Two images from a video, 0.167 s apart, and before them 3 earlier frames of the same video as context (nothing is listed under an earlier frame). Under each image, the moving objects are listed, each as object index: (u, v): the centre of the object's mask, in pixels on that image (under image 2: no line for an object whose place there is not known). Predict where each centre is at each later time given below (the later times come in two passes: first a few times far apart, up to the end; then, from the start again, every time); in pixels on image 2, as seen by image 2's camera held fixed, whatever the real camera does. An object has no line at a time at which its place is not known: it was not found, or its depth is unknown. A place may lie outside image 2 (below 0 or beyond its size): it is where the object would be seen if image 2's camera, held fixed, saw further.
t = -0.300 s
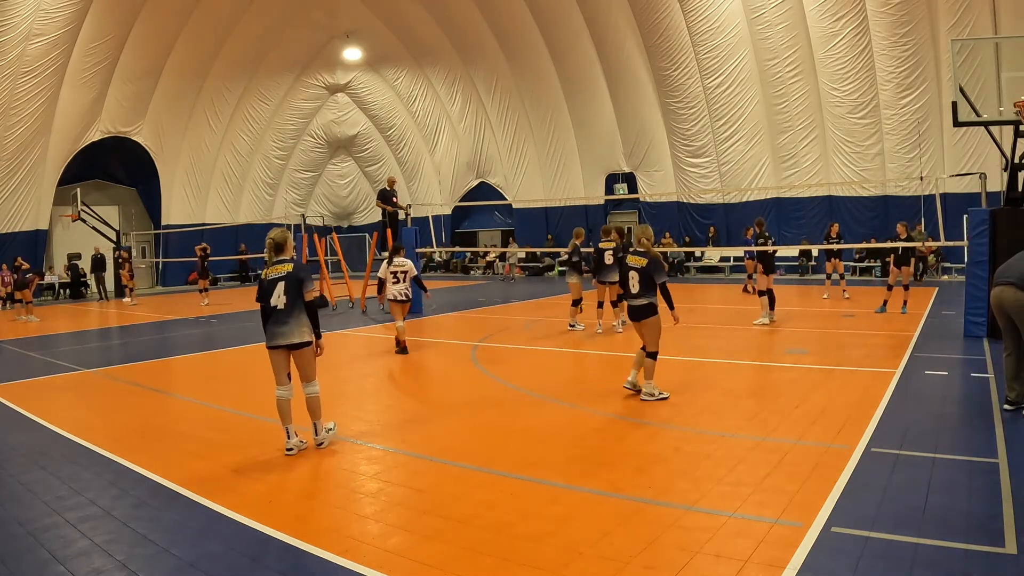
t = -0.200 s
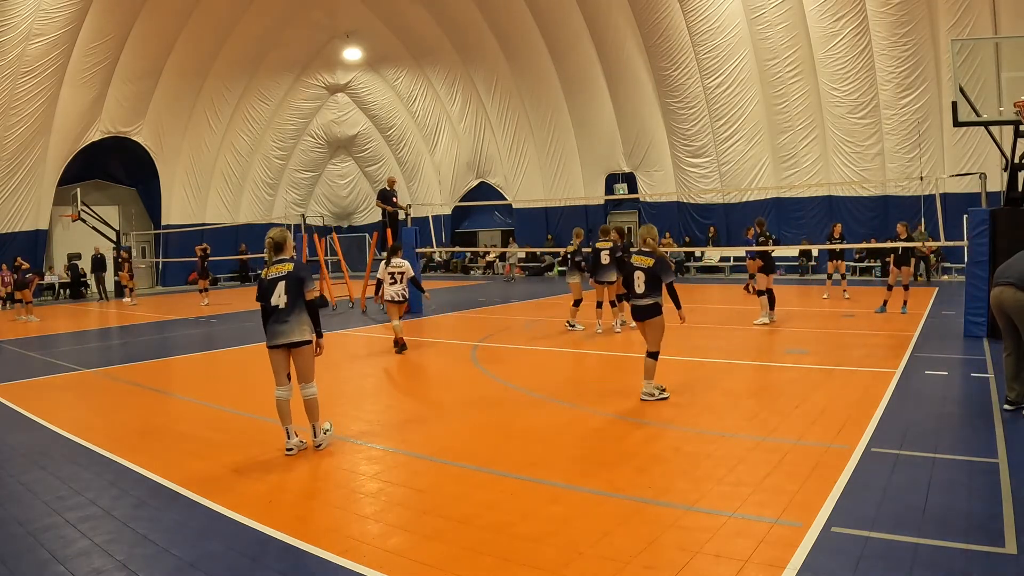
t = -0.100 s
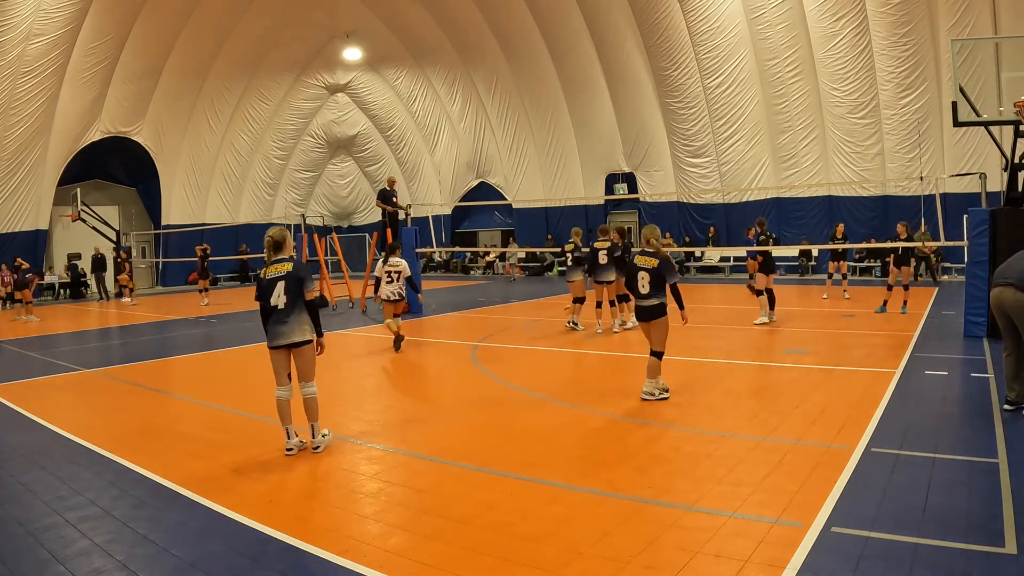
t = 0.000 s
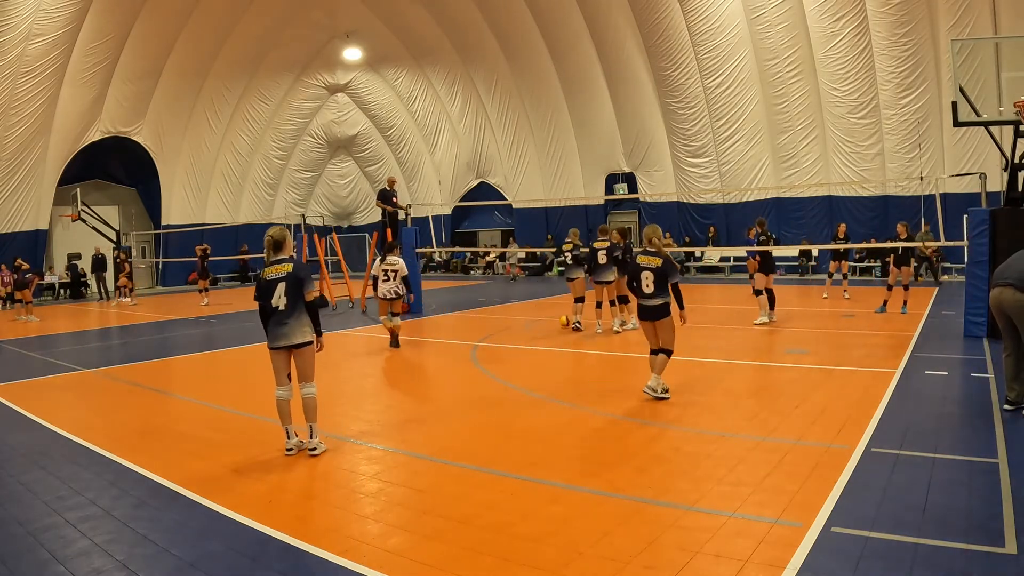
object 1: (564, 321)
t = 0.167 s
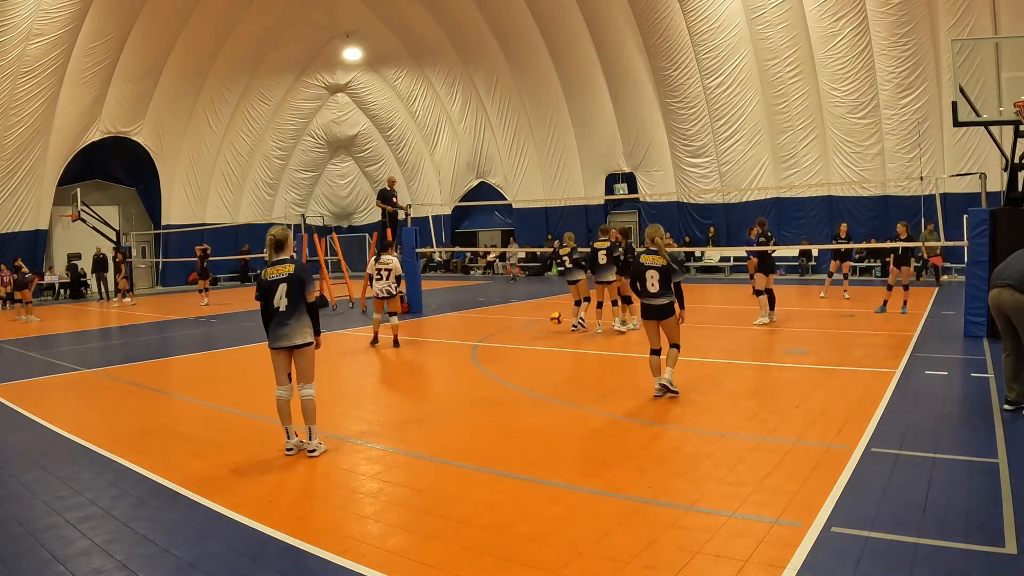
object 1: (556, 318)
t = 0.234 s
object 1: (552, 320)
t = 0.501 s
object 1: (537, 329)
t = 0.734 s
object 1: (521, 338)
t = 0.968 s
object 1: (503, 348)
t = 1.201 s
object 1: (482, 359)
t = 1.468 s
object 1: (456, 372)
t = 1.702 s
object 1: (428, 385)
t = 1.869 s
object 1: (405, 396)
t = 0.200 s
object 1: (554, 319)
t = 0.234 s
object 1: (552, 320)
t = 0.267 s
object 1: (551, 323)
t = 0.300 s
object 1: (548, 325)
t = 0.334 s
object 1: (547, 330)
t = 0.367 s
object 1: (544, 331)
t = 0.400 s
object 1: (543, 329)
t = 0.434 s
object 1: (541, 328)
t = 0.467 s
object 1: (539, 328)
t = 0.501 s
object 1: (537, 329)
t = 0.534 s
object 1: (535, 331)
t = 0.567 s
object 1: (532, 333)
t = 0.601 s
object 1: (530, 337)
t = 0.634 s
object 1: (529, 338)
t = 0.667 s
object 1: (526, 338)
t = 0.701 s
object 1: (524, 337)
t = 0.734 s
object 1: (521, 338)
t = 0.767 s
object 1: (518, 339)
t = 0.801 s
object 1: (516, 342)
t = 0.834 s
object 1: (514, 345)
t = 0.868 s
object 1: (512, 346)
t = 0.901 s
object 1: (509, 346)
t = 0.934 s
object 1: (506, 347)
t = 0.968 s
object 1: (503, 348)
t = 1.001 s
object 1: (500, 351)
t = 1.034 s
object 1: (498, 353)
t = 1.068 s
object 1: (495, 353)
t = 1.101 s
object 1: (492, 354)
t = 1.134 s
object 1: (489, 356)
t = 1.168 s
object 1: (486, 359)
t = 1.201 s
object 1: (482, 359)
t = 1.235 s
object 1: (479, 360)
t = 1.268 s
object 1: (477, 362)
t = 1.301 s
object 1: (473, 365)
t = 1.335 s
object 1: (470, 366)
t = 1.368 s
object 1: (466, 367)
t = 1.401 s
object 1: (462, 369)
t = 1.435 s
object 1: (459, 371)
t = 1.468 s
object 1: (456, 372)
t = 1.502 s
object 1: (452, 375)
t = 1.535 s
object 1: (448, 376)
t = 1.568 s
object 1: (444, 378)
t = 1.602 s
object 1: (439, 379)
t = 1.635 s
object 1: (436, 382)
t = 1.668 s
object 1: (432, 383)
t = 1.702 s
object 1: (428, 385)
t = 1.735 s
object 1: (424, 388)
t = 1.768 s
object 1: (420, 390)
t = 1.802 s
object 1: (415, 391)
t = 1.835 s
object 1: (411, 394)
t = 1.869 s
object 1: (405, 396)
